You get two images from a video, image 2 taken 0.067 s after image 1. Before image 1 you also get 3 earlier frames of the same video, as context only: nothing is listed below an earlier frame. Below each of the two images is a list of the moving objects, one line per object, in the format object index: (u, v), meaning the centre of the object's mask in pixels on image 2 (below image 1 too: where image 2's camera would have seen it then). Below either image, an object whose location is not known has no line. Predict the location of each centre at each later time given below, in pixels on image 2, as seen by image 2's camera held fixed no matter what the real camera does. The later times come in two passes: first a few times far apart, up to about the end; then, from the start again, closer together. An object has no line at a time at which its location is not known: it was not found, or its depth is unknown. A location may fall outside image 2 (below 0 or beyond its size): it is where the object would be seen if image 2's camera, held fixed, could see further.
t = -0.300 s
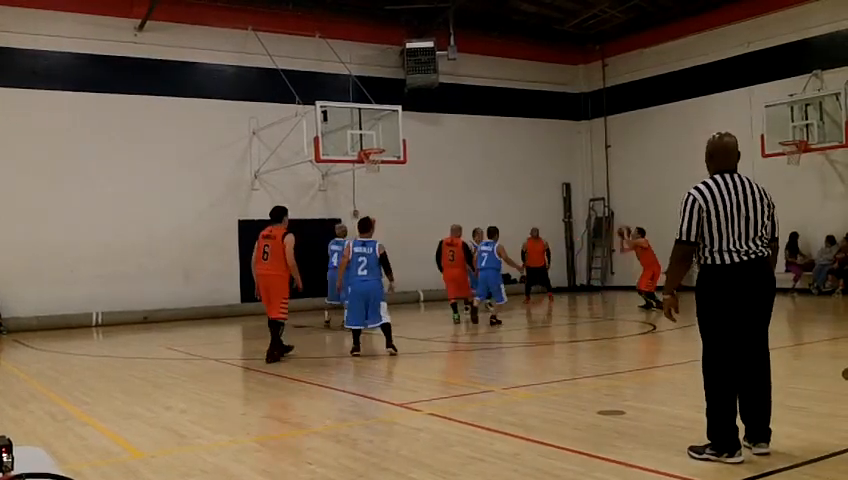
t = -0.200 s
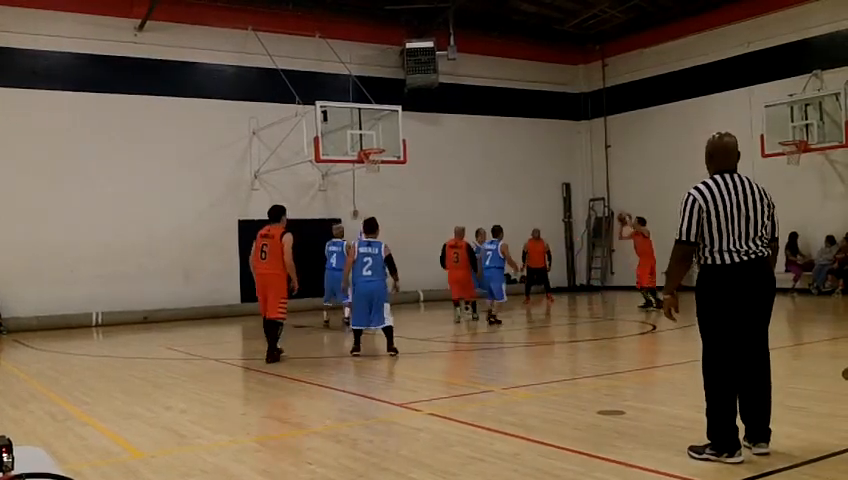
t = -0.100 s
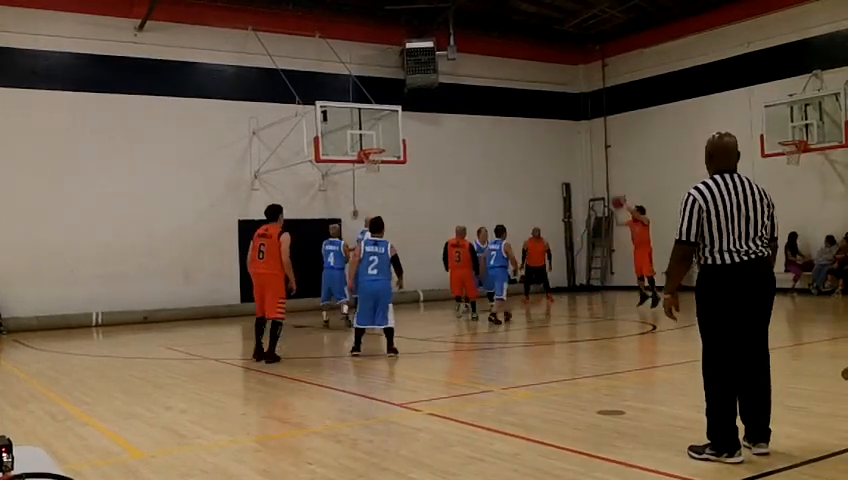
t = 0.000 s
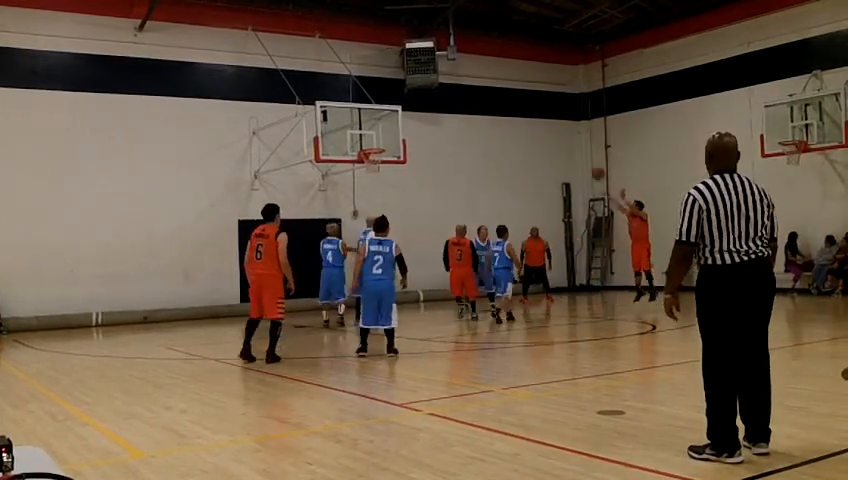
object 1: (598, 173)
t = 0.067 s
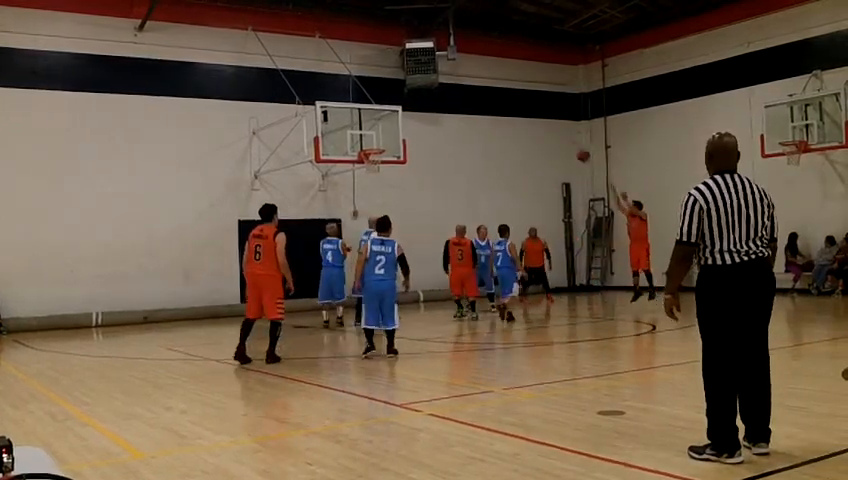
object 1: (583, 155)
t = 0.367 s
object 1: (515, 103)
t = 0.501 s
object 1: (487, 96)
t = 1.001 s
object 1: (393, 148)
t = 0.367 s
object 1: (515, 103)
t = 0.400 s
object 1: (508, 101)
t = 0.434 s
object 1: (501, 99)
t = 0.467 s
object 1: (494, 97)
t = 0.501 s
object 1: (487, 96)
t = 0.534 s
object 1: (479, 96)
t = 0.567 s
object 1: (472, 96)
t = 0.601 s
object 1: (465, 97)
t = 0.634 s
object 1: (459, 99)
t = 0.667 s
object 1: (452, 101)
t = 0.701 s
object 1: (445, 103)
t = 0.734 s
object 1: (438, 106)
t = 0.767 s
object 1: (432, 109)
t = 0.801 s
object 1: (424, 114)
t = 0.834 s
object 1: (418, 119)
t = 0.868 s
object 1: (411, 124)
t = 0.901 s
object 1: (404, 130)
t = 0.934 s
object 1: (398, 137)
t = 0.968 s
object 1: (392, 144)
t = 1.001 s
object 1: (393, 148)
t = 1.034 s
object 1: (400, 149)
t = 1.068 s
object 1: (408, 149)
